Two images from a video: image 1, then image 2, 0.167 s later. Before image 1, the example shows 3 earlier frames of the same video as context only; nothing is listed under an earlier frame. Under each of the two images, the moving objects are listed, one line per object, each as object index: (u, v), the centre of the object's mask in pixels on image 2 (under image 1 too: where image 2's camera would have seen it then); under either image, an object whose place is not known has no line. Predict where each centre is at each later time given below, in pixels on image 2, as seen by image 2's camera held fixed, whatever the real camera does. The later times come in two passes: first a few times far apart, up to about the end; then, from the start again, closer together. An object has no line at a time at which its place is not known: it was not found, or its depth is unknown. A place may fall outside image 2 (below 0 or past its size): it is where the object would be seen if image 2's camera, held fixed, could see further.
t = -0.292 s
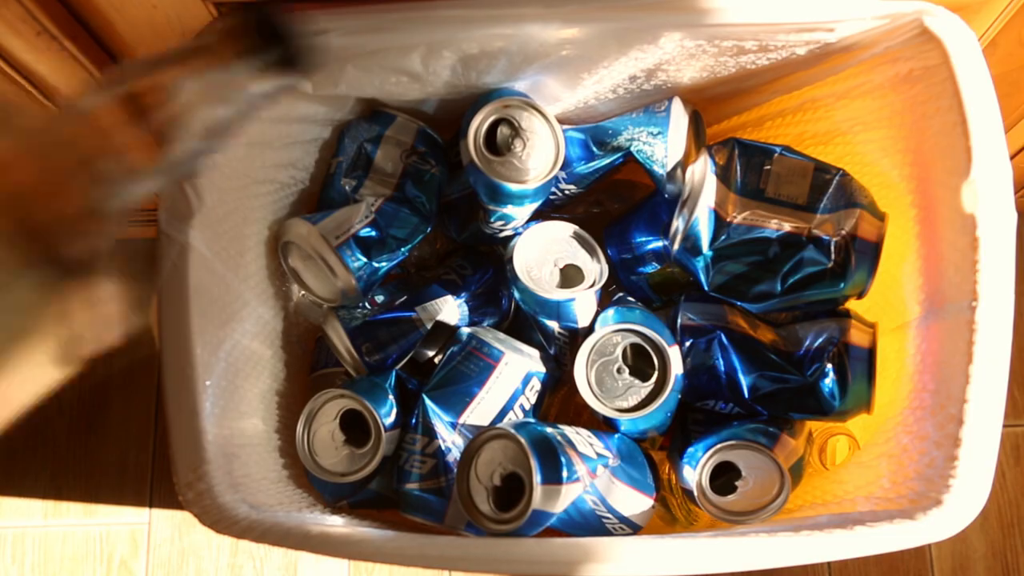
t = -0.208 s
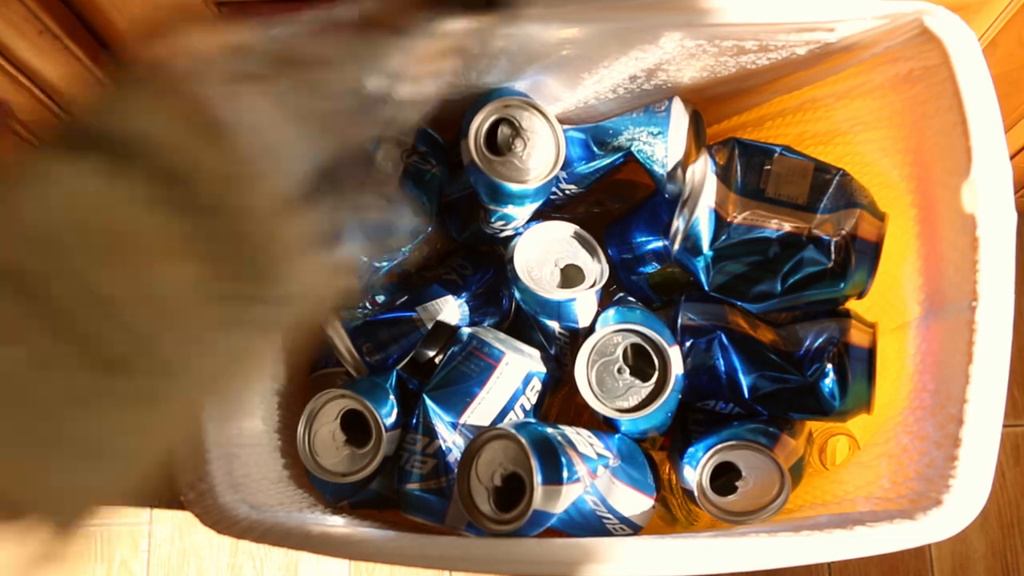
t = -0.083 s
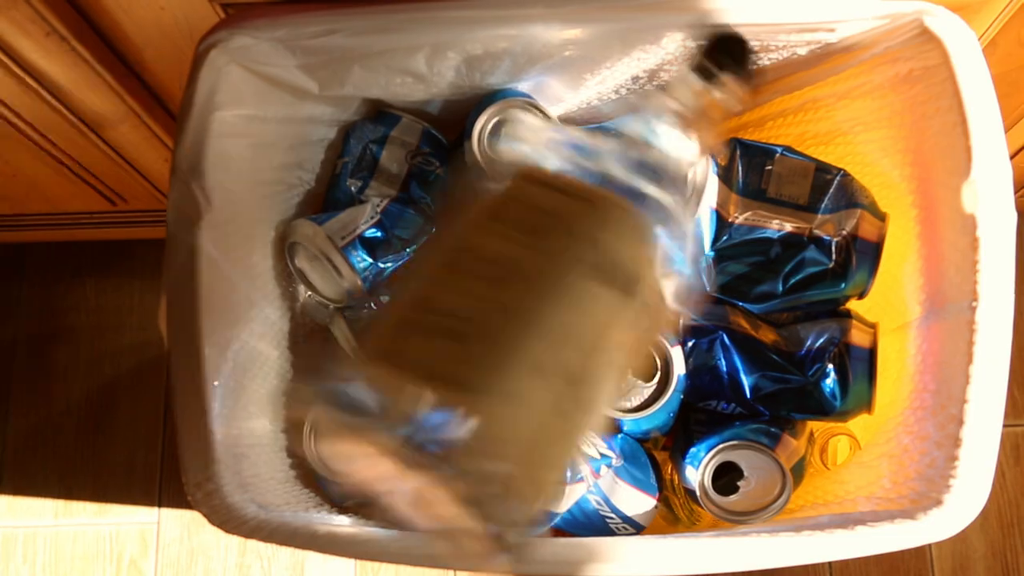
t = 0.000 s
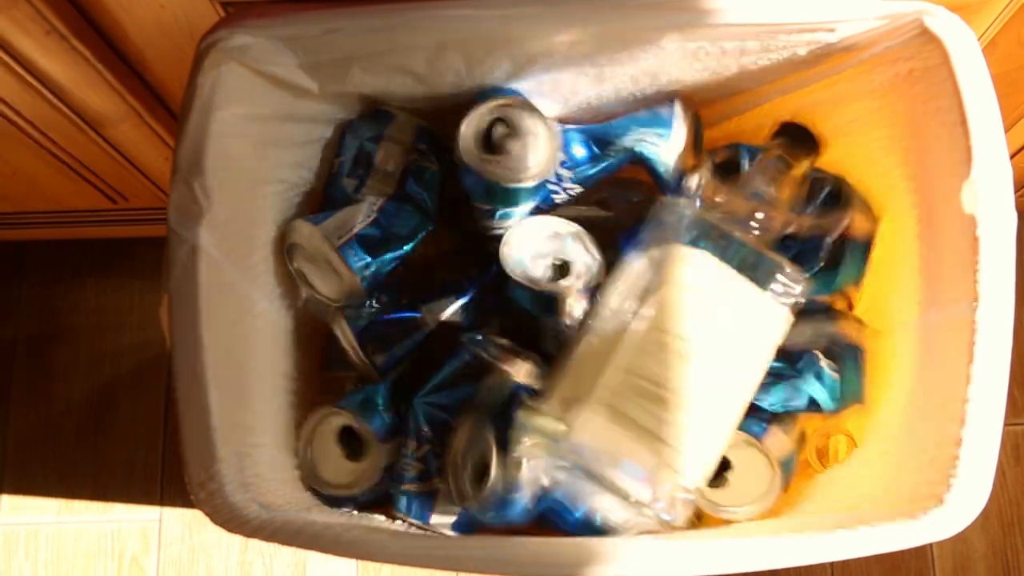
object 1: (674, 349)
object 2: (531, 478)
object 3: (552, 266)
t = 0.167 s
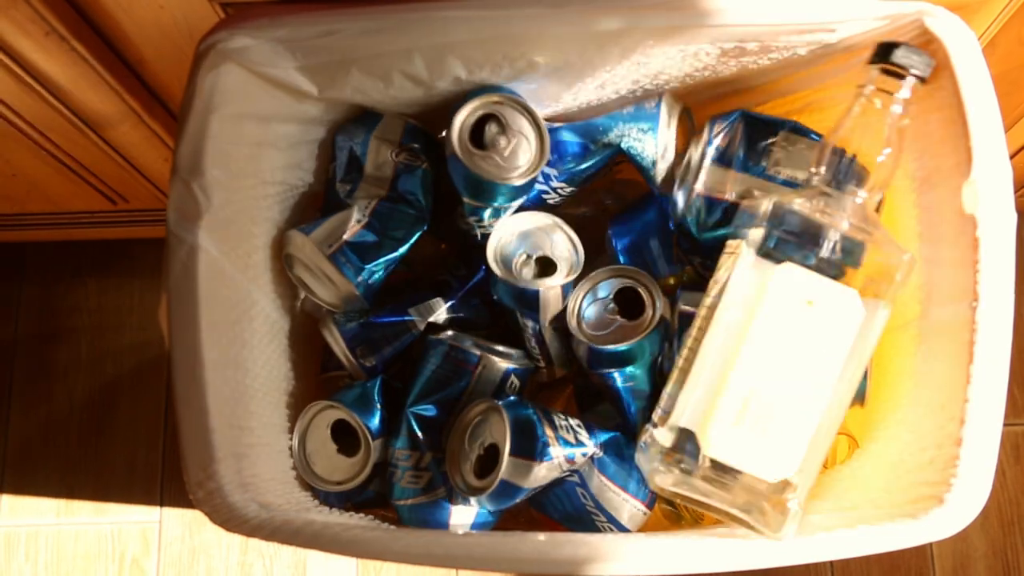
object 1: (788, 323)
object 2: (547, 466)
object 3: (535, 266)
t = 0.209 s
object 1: (784, 325)
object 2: (549, 463)
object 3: (536, 276)
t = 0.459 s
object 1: (715, 333)
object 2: (530, 451)
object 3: (534, 274)
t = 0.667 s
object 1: (696, 338)
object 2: (528, 446)
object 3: (535, 274)
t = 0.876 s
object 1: (688, 340)
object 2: (529, 439)
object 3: (533, 276)
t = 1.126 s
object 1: (688, 340)
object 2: (529, 439)
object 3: (533, 276)
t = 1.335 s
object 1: (688, 340)
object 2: (529, 439)
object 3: (533, 276)
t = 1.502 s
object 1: (688, 340)
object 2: (529, 440)
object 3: (533, 276)
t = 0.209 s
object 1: (784, 325)
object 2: (549, 463)
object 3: (536, 276)
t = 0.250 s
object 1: (771, 327)
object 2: (549, 461)
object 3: (536, 266)
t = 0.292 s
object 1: (751, 328)
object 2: (545, 458)
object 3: (543, 275)
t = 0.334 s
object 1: (736, 329)
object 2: (540, 457)
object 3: (538, 273)
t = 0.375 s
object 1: (725, 330)
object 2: (533, 455)
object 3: (536, 275)
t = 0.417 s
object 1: (719, 332)
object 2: (531, 453)
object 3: (535, 275)
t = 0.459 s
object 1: (715, 333)
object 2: (530, 451)
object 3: (534, 274)
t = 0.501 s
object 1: (712, 333)
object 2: (530, 451)
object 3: (534, 274)
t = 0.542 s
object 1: (708, 333)
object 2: (529, 449)
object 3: (534, 274)
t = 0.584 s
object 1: (705, 333)
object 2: (529, 448)
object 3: (535, 274)
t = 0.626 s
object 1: (700, 335)
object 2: (528, 447)
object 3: (535, 274)
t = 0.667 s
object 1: (696, 338)
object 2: (528, 446)
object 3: (535, 274)
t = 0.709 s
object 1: (693, 339)
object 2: (527, 444)
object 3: (534, 274)
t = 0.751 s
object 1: (690, 340)
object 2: (527, 442)
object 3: (534, 275)
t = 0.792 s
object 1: (688, 340)
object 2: (529, 440)
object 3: (533, 276)
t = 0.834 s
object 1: (688, 340)
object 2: (529, 440)
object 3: (534, 276)
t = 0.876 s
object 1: (688, 340)
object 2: (529, 439)
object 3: (533, 276)
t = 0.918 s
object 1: (688, 340)
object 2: (529, 439)
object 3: (533, 276)
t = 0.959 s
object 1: (688, 340)
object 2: (529, 439)
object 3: (533, 276)
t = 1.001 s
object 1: (688, 340)
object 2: (529, 439)
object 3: (533, 276)
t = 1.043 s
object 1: (688, 340)
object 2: (530, 439)
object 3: (533, 276)
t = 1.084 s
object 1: (688, 340)
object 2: (529, 439)
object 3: (533, 276)
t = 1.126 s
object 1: (688, 340)
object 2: (529, 439)
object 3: (533, 276)
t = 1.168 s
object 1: (688, 340)
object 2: (529, 439)
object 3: (533, 276)
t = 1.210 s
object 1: (688, 340)
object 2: (529, 439)
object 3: (533, 276)
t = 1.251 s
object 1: (688, 340)
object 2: (529, 439)
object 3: (533, 276)
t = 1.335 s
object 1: (688, 340)
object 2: (529, 439)
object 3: (533, 276)
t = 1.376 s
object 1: (688, 340)
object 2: (529, 439)
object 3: (533, 276)
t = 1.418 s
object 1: (688, 340)
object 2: (529, 439)
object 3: (533, 276)
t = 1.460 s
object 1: (688, 340)
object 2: (529, 439)
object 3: (533, 276)
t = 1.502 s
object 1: (688, 340)
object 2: (529, 440)
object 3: (533, 276)
